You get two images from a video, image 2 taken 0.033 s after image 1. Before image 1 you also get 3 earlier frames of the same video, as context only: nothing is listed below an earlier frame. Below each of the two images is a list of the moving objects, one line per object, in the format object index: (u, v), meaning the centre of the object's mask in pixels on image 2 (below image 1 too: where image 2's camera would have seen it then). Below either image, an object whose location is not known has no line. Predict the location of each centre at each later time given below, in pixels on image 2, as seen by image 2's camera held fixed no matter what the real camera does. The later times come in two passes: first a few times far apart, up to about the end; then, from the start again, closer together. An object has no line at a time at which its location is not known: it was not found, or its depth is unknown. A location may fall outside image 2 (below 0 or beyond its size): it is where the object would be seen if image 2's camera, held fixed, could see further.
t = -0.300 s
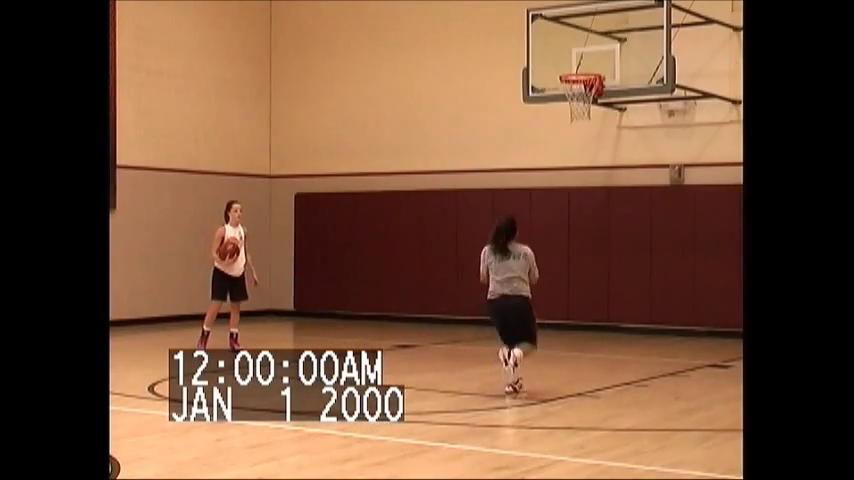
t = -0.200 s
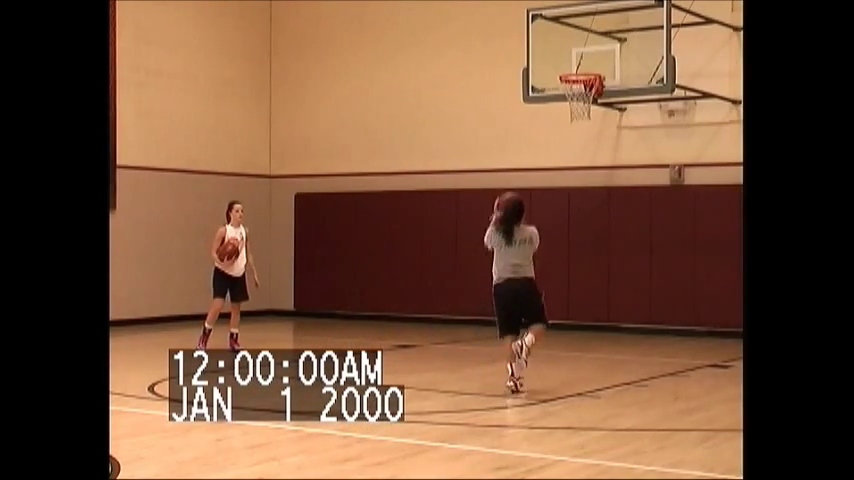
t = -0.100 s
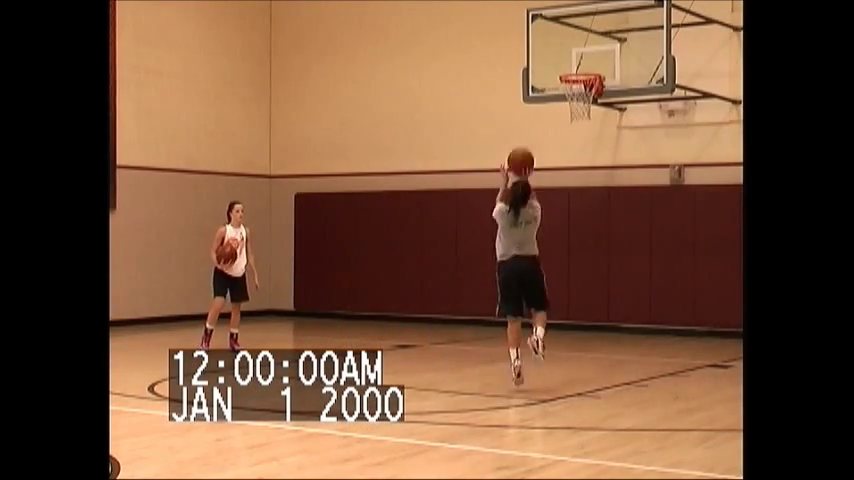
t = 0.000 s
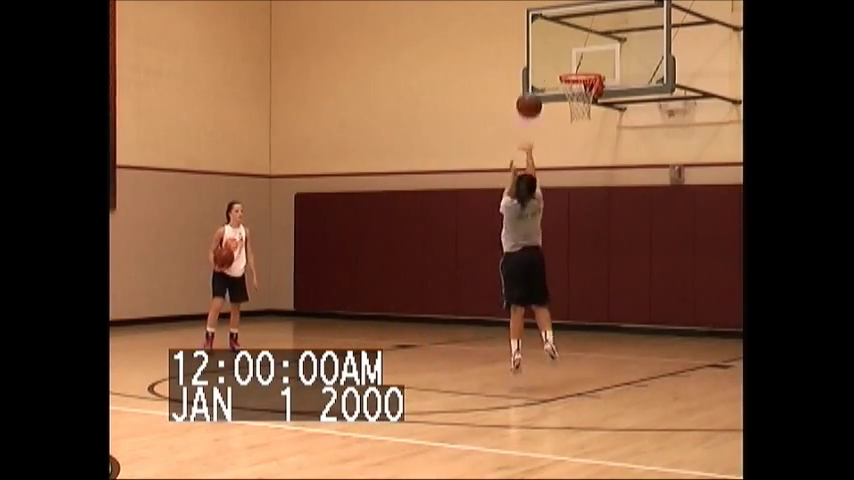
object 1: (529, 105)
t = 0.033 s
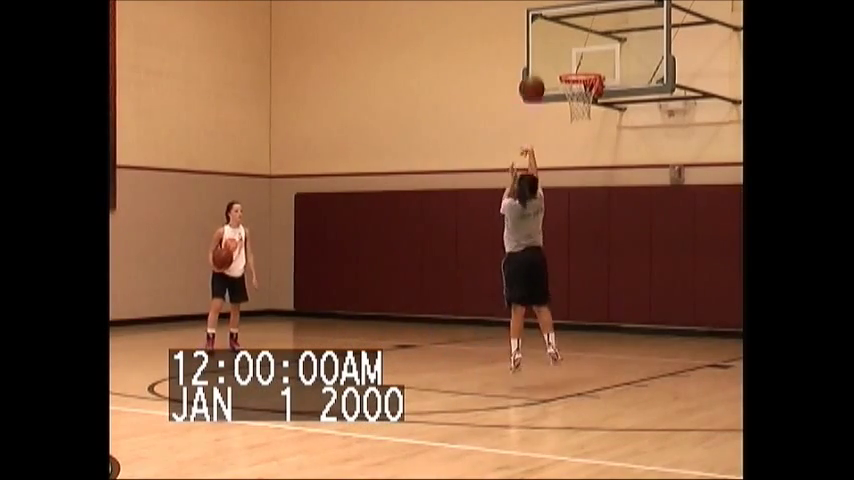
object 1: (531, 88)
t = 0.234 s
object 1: (545, 21)
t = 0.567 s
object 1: (565, 8)
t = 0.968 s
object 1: (582, 102)
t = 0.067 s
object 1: (534, 73)
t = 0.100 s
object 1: (536, 59)
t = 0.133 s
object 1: (539, 47)
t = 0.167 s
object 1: (541, 37)
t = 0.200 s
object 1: (543, 28)
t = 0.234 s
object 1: (545, 21)
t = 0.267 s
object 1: (547, 14)
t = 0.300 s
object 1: (550, 10)
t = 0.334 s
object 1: (552, 8)
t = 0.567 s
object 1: (565, 8)
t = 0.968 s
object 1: (582, 102)
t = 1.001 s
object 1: (583, 109)
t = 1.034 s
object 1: (583, 116)
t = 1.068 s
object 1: (584, 124)
